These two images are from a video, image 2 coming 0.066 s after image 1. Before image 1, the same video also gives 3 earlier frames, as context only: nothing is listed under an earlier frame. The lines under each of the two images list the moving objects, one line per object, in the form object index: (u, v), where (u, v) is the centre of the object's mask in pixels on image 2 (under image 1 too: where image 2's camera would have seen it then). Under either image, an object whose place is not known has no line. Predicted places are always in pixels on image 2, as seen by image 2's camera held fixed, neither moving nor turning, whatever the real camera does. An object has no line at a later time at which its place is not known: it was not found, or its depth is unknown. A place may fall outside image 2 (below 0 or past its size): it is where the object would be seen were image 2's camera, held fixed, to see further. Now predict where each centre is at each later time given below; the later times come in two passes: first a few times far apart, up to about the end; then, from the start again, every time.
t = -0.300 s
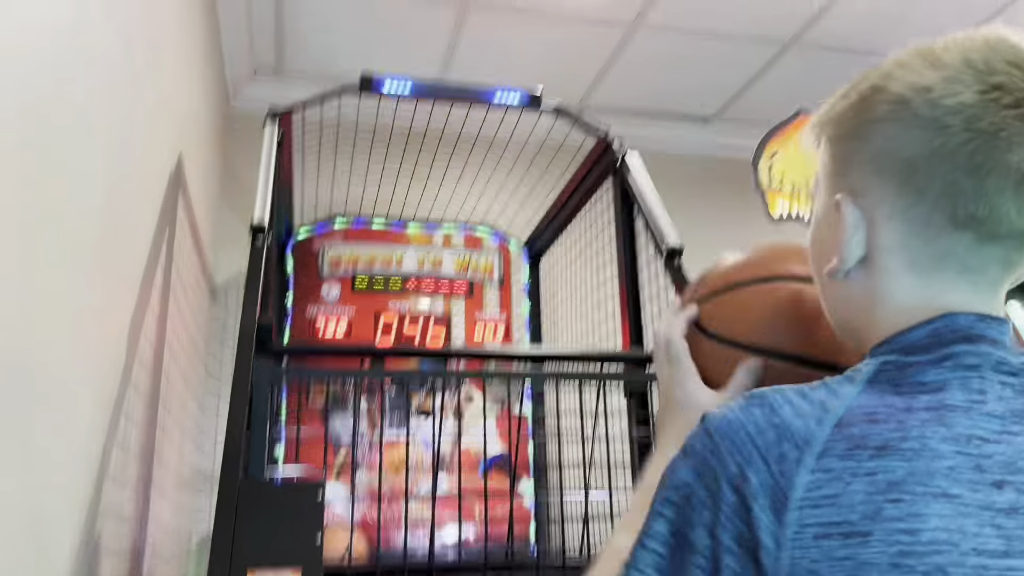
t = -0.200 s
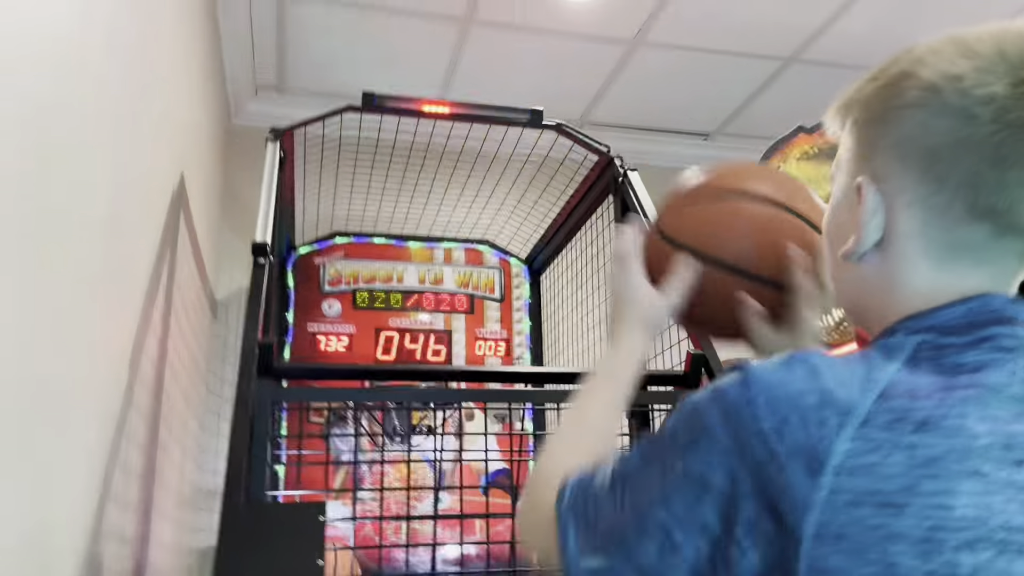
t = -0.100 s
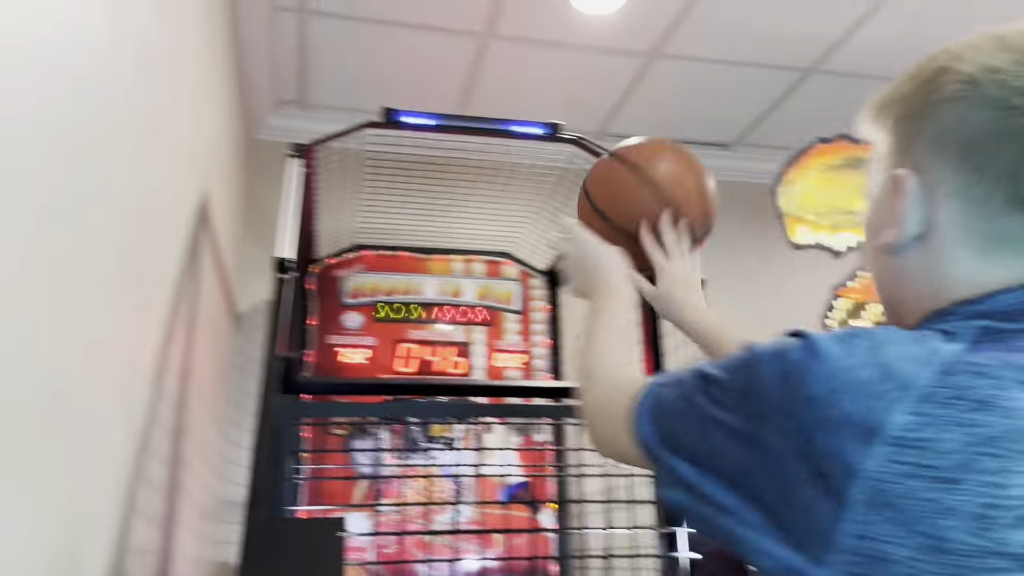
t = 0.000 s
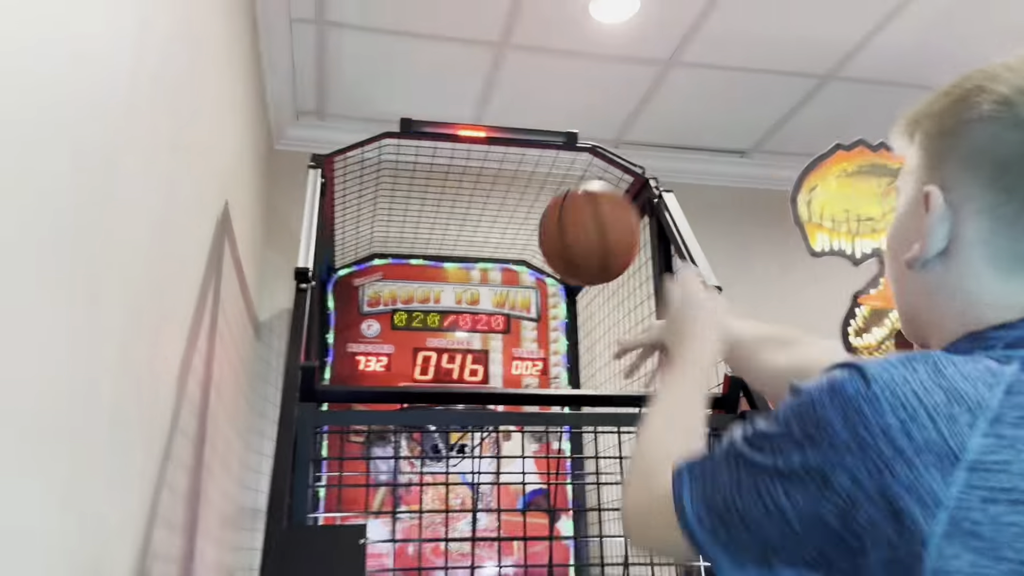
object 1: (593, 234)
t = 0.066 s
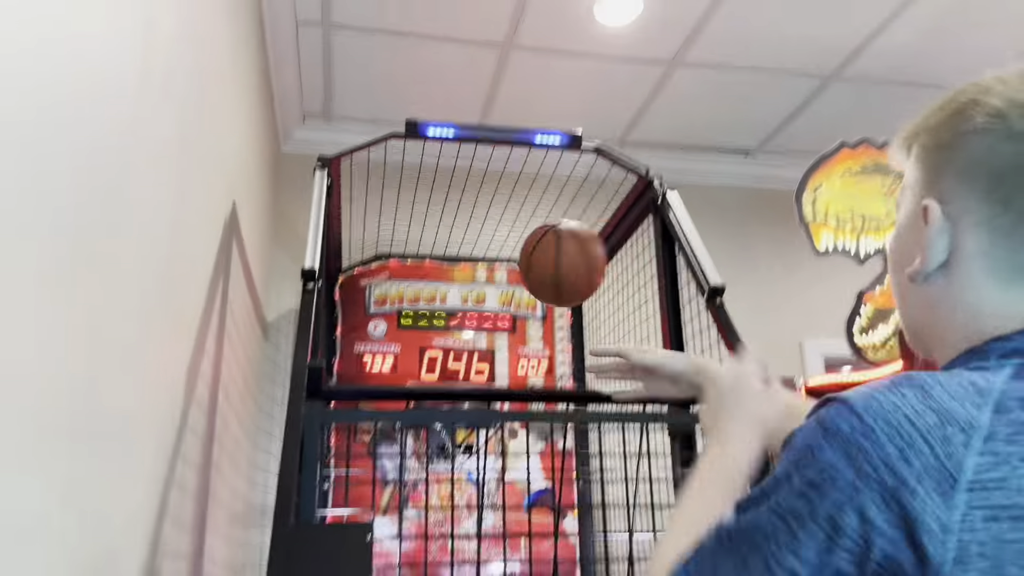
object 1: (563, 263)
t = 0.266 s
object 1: (511, 374)
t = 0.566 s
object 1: (551, 352)
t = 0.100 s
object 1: (550, 282)
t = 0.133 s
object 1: (540, 301)
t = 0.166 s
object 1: (529, 321)
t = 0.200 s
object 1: (520, 343)
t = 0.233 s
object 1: (513, 363)
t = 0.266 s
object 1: (511, 374)
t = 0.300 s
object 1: (512, 371)
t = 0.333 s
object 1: (516, 367)
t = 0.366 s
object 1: (517, 363)
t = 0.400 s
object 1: (521, 362)
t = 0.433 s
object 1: (526, 360)
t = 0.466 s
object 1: (532, 354)
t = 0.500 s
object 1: (538, 350)
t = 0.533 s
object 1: (544, 349)
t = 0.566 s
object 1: (551, 352)
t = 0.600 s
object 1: (558, 357)
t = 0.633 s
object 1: (565, 365)
